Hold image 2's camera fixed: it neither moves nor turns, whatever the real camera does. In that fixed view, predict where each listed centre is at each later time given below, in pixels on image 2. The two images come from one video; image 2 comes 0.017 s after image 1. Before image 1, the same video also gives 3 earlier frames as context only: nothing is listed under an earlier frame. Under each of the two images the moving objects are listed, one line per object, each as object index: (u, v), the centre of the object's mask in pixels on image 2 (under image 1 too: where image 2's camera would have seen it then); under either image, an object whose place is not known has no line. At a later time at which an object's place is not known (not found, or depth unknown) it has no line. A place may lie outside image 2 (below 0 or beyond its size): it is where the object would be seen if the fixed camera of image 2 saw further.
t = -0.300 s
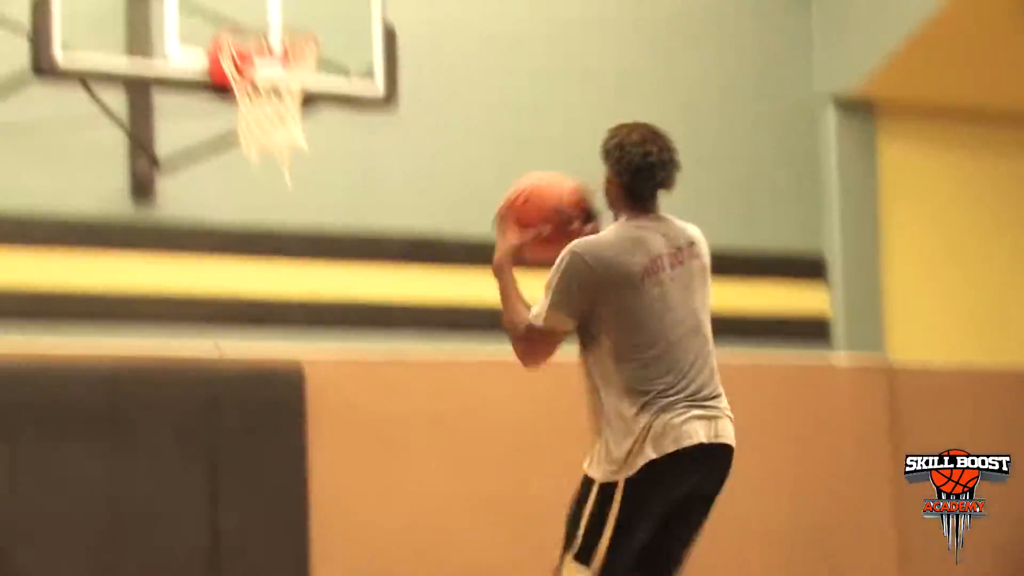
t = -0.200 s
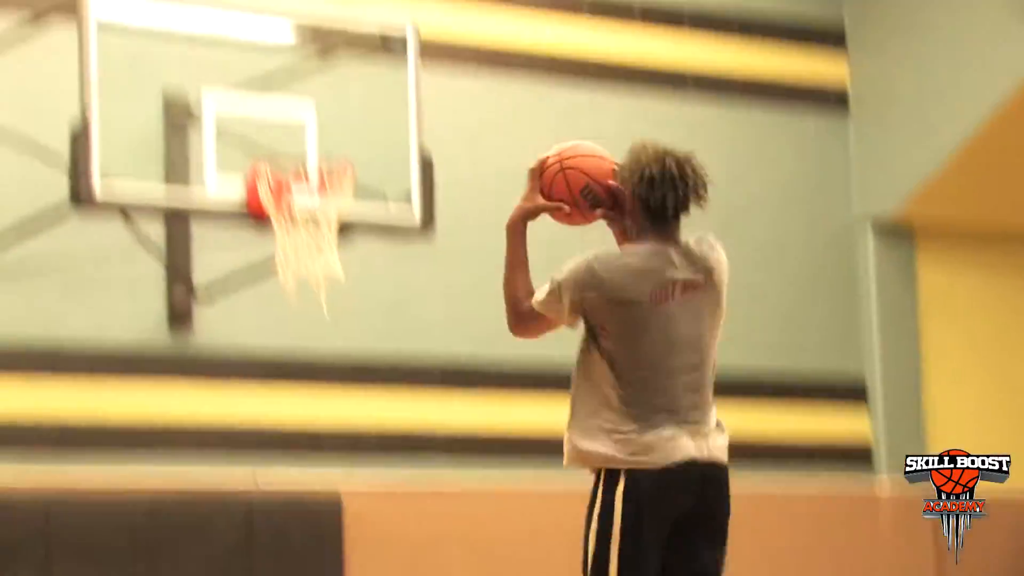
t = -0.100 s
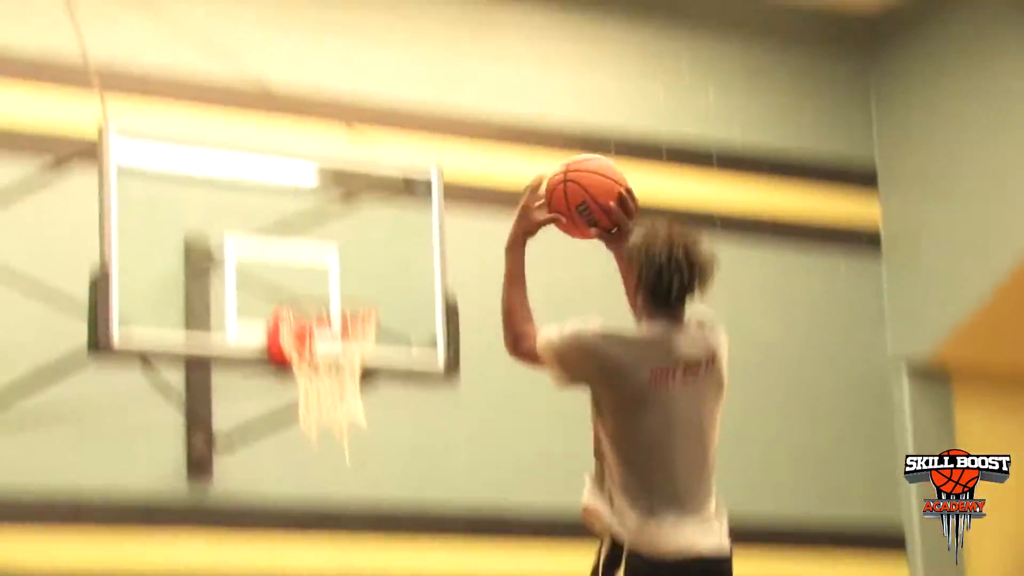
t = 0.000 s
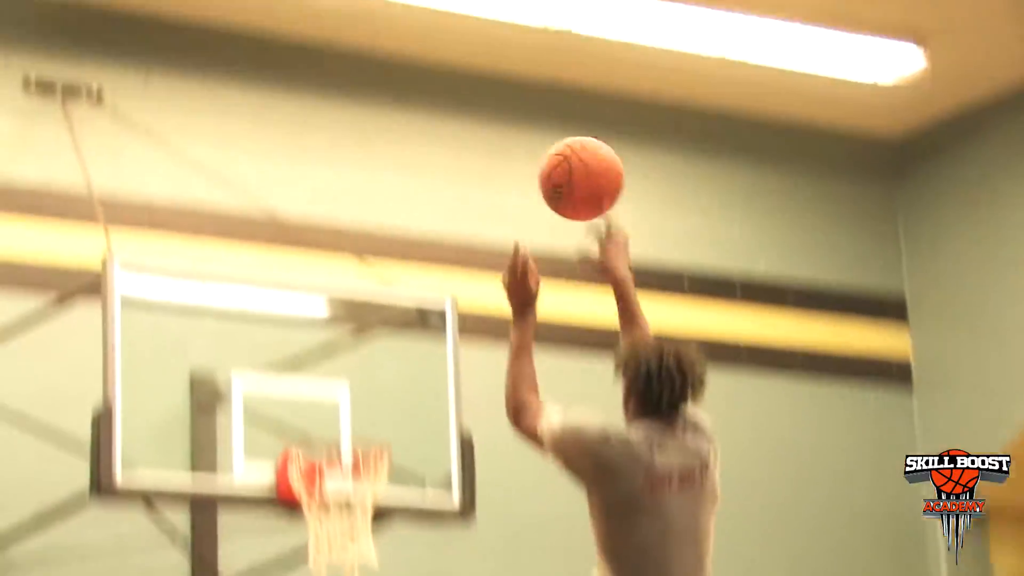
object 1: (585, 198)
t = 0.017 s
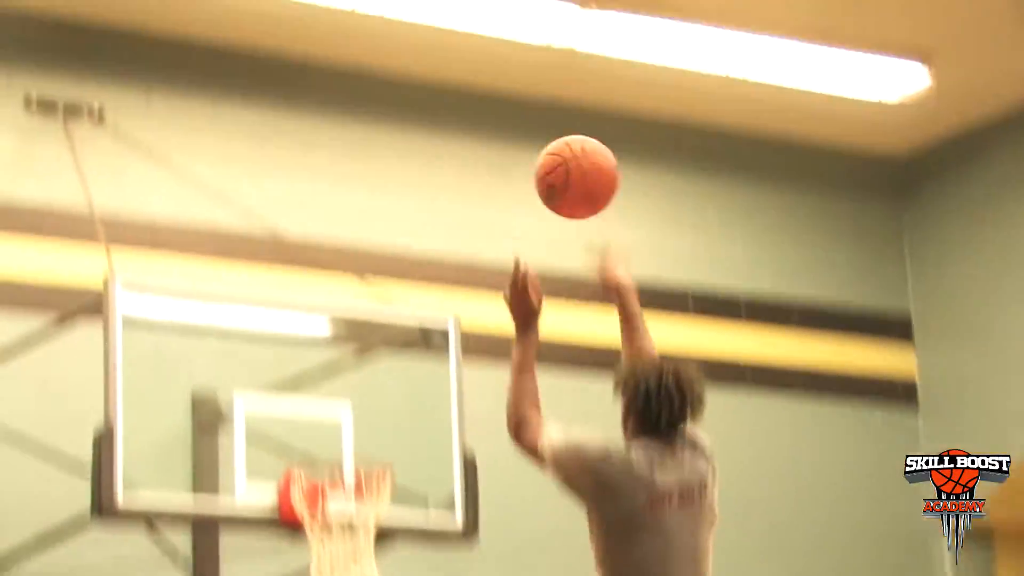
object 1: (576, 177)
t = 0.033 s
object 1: (568, 157)
